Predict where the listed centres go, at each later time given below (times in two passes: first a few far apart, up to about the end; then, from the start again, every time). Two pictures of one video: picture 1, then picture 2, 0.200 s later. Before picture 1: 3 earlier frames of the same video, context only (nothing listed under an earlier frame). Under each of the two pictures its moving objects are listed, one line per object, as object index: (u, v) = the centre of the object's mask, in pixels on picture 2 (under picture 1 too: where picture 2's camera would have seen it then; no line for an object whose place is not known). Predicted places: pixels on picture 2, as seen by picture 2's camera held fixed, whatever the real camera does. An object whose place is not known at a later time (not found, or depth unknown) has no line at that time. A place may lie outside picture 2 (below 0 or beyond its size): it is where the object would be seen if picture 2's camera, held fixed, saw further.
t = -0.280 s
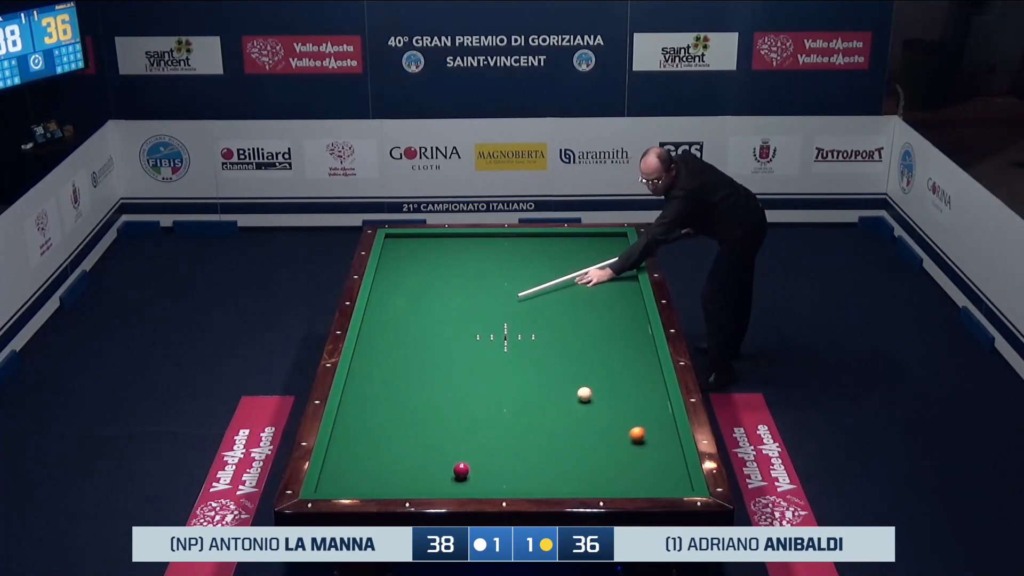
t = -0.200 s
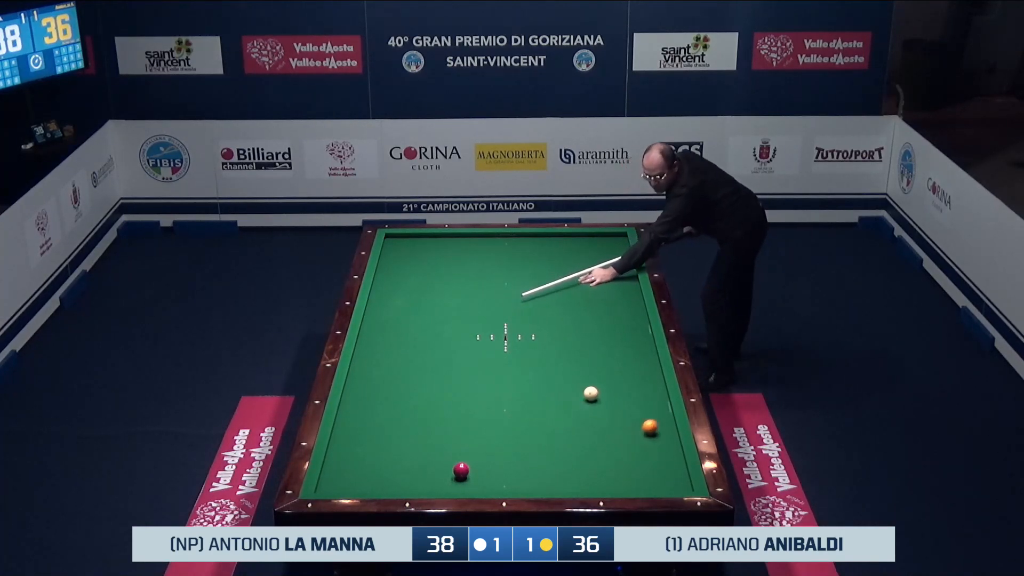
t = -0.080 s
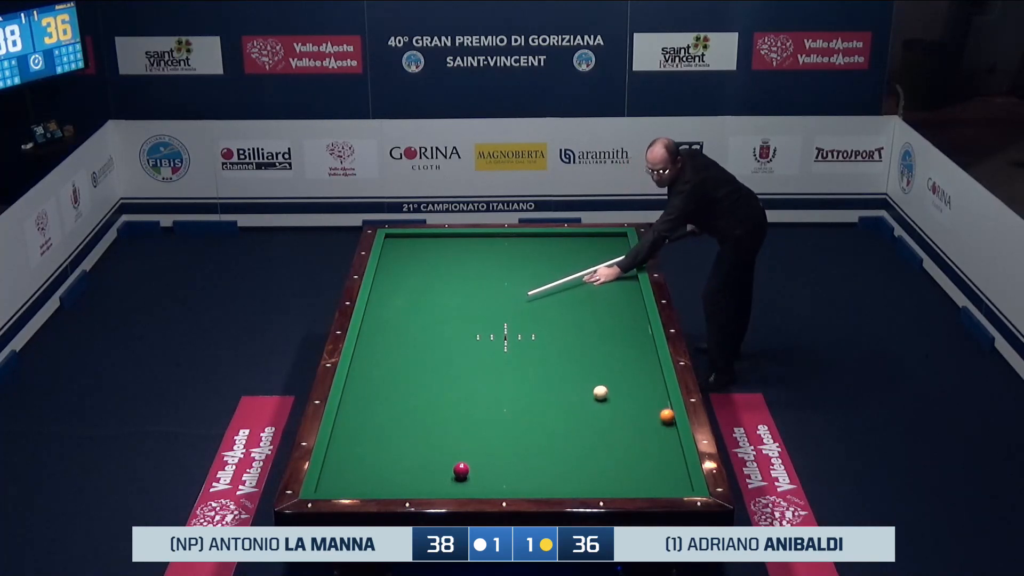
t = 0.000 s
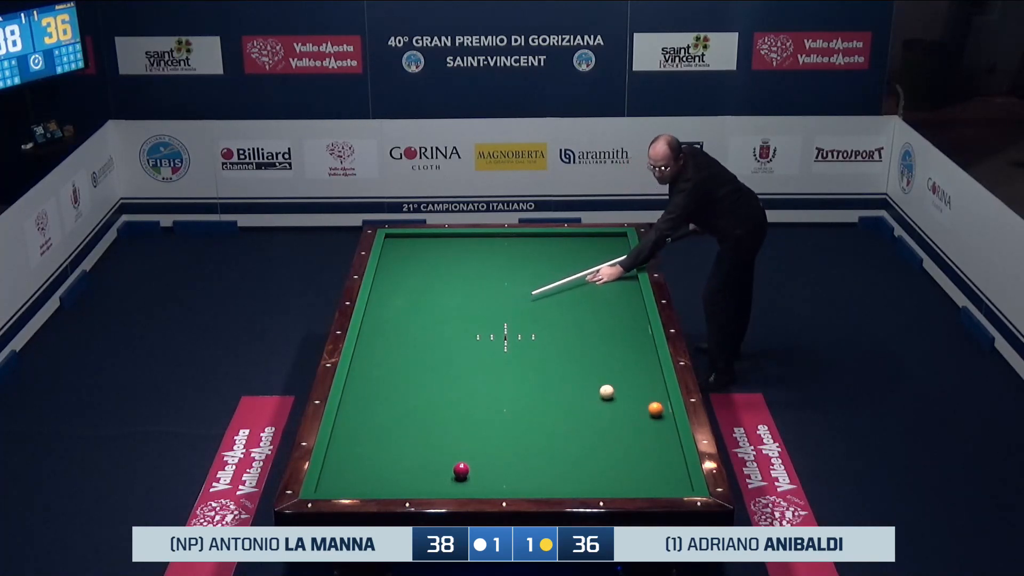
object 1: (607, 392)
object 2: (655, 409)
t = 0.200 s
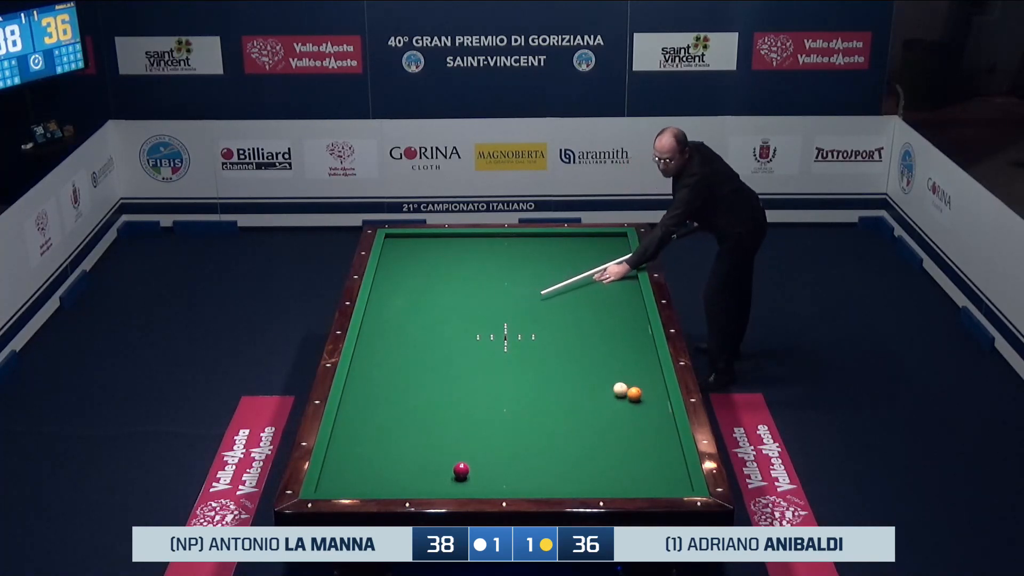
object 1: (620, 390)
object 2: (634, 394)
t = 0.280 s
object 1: (613, 385)
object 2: (639, 393)
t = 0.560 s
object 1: (600, 370)
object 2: (646, 386)
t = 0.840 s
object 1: (589, 357)
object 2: (652, 379)
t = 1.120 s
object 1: (579, 344)
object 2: (655, 371)
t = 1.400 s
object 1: (569, 333)
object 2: (649, 364)
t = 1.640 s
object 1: (561, 324)
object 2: (645, 359)
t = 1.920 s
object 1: (552, 314)
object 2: (640, 353)
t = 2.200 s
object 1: (544, 304)
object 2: (636, 347)
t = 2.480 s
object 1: (536, 295)
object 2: (632, 342)
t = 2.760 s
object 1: (529, 287)
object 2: (628, 337)
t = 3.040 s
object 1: (522, 279)
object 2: (624, 332)
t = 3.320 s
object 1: (516, 271)
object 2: (621, 328)
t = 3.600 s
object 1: (510, 265)
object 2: (618, 324)
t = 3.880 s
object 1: (504, 258)
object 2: (615, 321)
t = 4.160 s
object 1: (498, 252)
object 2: (612, 318)
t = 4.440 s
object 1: (493, 246)
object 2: (609, 315)
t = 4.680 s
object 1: (489, 241)
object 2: (607, 313)
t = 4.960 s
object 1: (485, 236)
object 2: (605, 310)
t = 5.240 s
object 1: (481, 237)
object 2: (603, 308)
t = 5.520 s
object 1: (479, 240)
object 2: (602, 306)
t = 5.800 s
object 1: (476, 242)
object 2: (600, 305)
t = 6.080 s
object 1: (473, 245)
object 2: (599, 303)
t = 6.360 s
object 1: (471, 247)
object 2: (598, 302)
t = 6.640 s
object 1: (469, 249)
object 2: (597, 301)
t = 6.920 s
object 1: (467, 251)
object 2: (597, 300)
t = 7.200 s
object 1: (465, 253)
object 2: (597, 300)
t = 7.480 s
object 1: (464, 255)
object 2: (596, 300)
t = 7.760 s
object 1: (463, 256)
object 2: (596, 300)
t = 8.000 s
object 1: (462, 257)
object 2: (596, 300)
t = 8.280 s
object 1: (461, 258)
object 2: (596, 300)
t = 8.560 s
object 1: (459, 259)
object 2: (596, 300)
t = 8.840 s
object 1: (459, 260)
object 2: (596, 300)
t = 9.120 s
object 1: (459, 260)
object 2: (596, 300)
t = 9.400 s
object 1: (458, 260)
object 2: (596, 300)
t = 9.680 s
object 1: (458, 260)
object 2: (596, 300)
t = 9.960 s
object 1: (458, 260)
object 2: (596, 300)
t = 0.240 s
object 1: (617, 387)
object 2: (637, 394)
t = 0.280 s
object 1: (613, 385)
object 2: (639, 393)
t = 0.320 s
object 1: (611, 382)
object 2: (640, 392)
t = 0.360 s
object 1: (609, 380)
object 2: (641, 391)
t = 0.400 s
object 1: (607, 378)
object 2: (642, 390)
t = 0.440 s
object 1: (605, 376)
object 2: (643, 389)
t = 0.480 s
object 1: (604, 374)
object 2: (644, 388)
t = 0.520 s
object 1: (602, 372)
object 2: (645, 387)
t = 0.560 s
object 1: (600, 370)
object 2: (646, 386)
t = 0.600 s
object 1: (599, 368)
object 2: (647, 385)
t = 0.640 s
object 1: (597, 366)
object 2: (648, 384)
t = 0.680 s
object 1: (595, 364)
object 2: (649, 383)
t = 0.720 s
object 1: (594, 362)
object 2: (650, 382)
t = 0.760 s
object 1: (592, 360)
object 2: (651, 381)
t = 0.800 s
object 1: (591, 358)
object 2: (651, 380)
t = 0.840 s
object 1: (589, 357)
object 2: (652, 379)
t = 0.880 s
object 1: (588, 355)
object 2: (653, 378)
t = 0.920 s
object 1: (586, 353)
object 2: (654, 377)
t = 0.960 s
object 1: (585, 351)
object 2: (655, 375)
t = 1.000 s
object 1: (583, 350)
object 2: (656, 375)
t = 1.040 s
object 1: (582, 348)
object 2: (656, 374)
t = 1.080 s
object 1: (580, 346)
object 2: (655, 373)
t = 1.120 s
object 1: (579, 344)
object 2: (655, 371)
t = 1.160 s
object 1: (578, 343)
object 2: (654, 370)
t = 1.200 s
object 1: (576, 341)
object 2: (653, 370)
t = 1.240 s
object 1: (575, 339)
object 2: (652, 368)
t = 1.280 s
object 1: (573, 338)
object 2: (651, 368)
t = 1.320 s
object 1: (572, 336)
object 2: (650, 367)
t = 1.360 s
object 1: (570, 334)
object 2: (650, 365)
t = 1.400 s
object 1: (569, 333)
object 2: (649, 364)
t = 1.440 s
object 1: (568, 331)
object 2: (648, 364)
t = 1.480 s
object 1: (567, 330)
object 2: (647, 362)
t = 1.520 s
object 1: (565, 328)
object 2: (647, 362)
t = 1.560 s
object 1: (564, 327)
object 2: (646, 361)
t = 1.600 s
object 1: (562, 325)
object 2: (645, 360)
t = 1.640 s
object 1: (561, 324)
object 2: (645, 359)
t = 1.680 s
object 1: (560, 322)
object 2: (644, 358)
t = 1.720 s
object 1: (559, 321)
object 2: (643, 357)
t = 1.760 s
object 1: (557, 319)
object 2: (643, 356)
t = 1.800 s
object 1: (556, 318)
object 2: (642, 355)
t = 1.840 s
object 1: (555, 316)
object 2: (641, 354)
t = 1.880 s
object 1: (554, 315)
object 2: (641, 354)
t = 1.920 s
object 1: (552, 314)
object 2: (640, 353)
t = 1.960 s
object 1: (551, 312)
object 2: (639, 352)
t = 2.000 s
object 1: (550, 311)
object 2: (639, 351)
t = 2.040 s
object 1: (549, 309)
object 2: (638, 350)
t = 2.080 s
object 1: (548, 308)
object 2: (638, 349)
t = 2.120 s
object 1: (546, 307)
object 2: (637, 349)
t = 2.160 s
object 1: (545, 305)
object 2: (636, 348)
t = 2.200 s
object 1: (544, 304)
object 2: (636, 347)
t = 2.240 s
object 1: (543, 303)
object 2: (635, 346)
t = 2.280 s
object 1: (542, 301)
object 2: (634, 345)
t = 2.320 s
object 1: (541, 300)
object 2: (634, 345)
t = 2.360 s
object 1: (540, 299)
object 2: (633, 344)
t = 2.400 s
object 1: (539, 298)
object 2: (633, 343)
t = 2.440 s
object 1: (538, 296)
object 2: (632, 342)
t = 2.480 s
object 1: (536, 295)
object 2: (632, 342)
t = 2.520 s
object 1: (535, 294)
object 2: (631, 341)
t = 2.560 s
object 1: (534, 293)
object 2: (631, 340)
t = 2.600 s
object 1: (533, 291)
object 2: (630, 340)
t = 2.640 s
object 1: (532, 290)
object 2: (629, 339)
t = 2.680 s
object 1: (531, 289)
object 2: (629, 338)
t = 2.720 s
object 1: (530, 288)
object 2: (628, 337)
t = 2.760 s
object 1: (529, 287)
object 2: (628, 337)
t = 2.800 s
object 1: (528, 285)
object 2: (627, 336)
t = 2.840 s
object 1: (527, 284)
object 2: (627, 336)
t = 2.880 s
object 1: (526, 283)
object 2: (626, 335)
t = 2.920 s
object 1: (525, 282)
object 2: (626, 334)
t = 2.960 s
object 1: (524, 281)
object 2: (625, 334)
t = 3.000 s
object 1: (523, 280)
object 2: (625, 333)
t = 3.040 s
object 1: (522, 279)
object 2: (624, 332)
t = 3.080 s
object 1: (521, 278)
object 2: (624, 332)
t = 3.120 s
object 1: (520, 277)
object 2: (623, 331)
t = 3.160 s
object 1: (519, 276)
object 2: (623, 331)
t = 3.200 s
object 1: (518, 274)
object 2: (622, 330)
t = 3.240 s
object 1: (517, 273)
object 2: (622, 329)
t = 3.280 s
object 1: (517, 272)
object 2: (621, 329)
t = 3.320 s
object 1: (516, 271)
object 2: (621, 328)
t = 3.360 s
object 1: (515, 270)
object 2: (621, 328)
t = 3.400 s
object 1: (514, 269)
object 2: (620, 327)
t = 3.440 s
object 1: (513, 268)
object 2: (619, 327)
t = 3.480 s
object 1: (512, 267)
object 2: (619, 326)
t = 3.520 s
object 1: (511, 266)
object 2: (619, 326)
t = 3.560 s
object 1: (510, 265)
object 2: (618, 325)
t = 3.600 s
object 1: (510, 265)
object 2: (618, 324)
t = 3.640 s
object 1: (509, 264)
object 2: (617, 324)
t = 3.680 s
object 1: (508, 262)
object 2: (617, 323)
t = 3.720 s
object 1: (507, 262)
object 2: (617, 323)
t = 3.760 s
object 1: (506, 261)
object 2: (616, 322)
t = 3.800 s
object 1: (505, 260)
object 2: (616, 322)
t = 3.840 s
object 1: (505, 259)
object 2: (615, 321)
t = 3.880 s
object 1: (504, 258)
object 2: (615, 321)
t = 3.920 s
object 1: (503, 257)
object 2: (614, 321)
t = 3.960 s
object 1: (502, 256)
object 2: (614, 320)
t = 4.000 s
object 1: (501, 255)
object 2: (613, 320)
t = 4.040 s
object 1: (501, 254)
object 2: (613, 319)
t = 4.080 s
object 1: (500, 253)
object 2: (613, 319)
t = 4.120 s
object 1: (499, 253)
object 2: (612, 318)
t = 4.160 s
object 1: (498, 252)
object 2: (612, 318)
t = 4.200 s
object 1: (498, 251)
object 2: (612, 317)
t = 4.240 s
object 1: (497, 250)
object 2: (611, 317)
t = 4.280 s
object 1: (496, 249)
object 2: (611, 316)
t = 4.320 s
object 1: (495, 248)
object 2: (610, 316)
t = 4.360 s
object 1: (495, 248)
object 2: (610, 316)
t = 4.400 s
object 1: (494, 247)
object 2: (610, 315)
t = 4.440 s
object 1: (493, 246)
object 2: (609, 315)
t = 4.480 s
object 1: (493, 245)
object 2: (609, 314)
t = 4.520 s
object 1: (492, 245)
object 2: (609, 314)
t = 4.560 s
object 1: (491, 244)
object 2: (608, 314)
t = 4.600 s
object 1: (491, 243)
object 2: (608, 313)
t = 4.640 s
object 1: (490, 242)
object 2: (608, 313)
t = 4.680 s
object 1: (489, 241)
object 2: (607, 313)
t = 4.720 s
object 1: (489, 240)
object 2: (607, 312)
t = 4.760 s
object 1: (488, 240)
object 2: (607, 312)
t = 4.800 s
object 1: (487, 239)
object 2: (606, 312)
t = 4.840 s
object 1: (487, 238)
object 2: (606, 311)
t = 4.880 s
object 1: (486, 237)
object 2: (606, 311)
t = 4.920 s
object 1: (485, 237)
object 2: (606, 310)
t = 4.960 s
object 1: (485, 236)
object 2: (605, 310)
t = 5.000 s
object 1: (484, 235)
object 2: (605, 310)
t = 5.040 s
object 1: (483, 235)
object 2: (605, 310)
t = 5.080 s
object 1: (483, 235)
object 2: (604, 309)
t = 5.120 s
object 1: (483, 236)
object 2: (604, 309)
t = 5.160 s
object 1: (482, 236)
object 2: (604, 309)
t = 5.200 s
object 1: (482, 237)
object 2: (604, 308)
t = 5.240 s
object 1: (481, 237)
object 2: (603, 308)
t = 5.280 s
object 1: (481, 237)
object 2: (603, 308)
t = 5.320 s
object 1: (480, 238)
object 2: (603, 307)
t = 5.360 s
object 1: (480, 238)
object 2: (603, 307)
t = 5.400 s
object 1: (480, 239)
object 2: (602, 307)
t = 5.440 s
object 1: (479, 239)
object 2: (602, 307)
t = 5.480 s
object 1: (479, 239)
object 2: (602, 306)
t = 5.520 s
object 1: (479, 240)
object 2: (602, 306)
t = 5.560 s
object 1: (478, 240)
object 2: (601, 306)
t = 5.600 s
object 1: (478, 241)
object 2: (601, 306)
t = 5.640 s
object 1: (477, 241)
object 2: (601, 306)
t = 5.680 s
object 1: (477, 241)
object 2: (601, 305)
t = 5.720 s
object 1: (477, 242)
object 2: (600, 305)
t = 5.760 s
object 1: (476, 242)
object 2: (600, 305)
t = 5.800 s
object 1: (476, 242)
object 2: (600, 305)
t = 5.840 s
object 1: (476, 243)
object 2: (600, 305)
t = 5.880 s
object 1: (475, 243)
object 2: (600, 304)
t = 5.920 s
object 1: (475, 244)
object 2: (600, 304)
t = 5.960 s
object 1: (474, 244)
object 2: (599, 304)
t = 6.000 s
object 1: (474, 244)
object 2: (599, 304)
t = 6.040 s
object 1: (474, 245)
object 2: (599, 304)
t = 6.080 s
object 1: (473, 245)
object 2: (599, 303)
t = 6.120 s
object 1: (473, 245)
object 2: (599, 303)
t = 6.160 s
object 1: (473, 246)
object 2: (599, 303)
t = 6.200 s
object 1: (472, 246)
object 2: (598, 303)
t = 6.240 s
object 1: (472, 246)
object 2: (598, 303)
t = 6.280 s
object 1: (472, 247)
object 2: (598, 302)
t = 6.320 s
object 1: (471, 247)
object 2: (598, 302)
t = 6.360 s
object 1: (471, 247)
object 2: (598, 302)
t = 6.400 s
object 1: (471, 248)
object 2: (598, 302)
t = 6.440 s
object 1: (471, 248)
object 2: (597, 302)
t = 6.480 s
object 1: (470, 248)
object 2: (597, 302)
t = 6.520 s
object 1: (470, 248)
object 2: (597, 302)
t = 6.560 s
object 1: (469, 249)
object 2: (597, 302)
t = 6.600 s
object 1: (469, 249)
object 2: (597, 301)
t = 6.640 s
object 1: (469, 249)
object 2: (597, 301)
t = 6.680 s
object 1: (469, 250)
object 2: (597, 301)
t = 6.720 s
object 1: (468, 250)
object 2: (597, 301)
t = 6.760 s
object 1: (468, 250)
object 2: (597, 301)
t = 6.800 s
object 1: (468, 251)
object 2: (597, 301)
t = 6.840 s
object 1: (468, 251)
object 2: (597, 301)
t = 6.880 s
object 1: (467, 251)
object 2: (597, 301)
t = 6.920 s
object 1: (467, 251)
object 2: (597, 300)
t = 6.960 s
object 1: (467, 252)
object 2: (597, 300)
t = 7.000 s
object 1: (466, 252)
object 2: (597, 300)
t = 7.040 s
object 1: (466, 252)
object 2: (597, 300)
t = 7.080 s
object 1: (466, 252)
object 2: (597, 300)
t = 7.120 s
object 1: (466, 253)
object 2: (597, 300)
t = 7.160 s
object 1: (465, 253)
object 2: (597, 300)
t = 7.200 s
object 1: (465, 253)
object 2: (597, 300)
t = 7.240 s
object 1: (465, 253)
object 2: (596, 300)
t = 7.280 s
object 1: (465, 254)
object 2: (596, 300)
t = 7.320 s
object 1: (465, 254)
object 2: (596, 300)
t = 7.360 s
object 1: (464, 254)
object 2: (596, 300)
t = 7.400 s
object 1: (464, 254)
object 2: (596, 300)
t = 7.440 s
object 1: (464, 254)
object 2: (596, 300)
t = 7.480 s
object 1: (464, 255)
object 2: (596, 300)
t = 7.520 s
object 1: (463, 255)
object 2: (596, 300)
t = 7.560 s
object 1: (463, 255)
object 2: (596, 299)
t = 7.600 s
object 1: (463, 255)
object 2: (596, 300)
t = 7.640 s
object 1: (463, 256)
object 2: (596, 300)
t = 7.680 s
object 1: (463, 256)
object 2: (596, 300)
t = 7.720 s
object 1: (463, 256)
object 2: (596, 300)
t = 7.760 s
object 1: (463, 256)
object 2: (596, 300)
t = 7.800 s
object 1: (462, 256)
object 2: (596, 300)
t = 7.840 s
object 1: (462, 256)
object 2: (596, 300)
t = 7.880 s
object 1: (462, 257)
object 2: (596, 300)
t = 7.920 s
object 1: (462, 257)
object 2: (596, 300)
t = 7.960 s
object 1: (462, 257)
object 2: (596, 300)
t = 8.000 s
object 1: (462, 257)
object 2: (596, 300)
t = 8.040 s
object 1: (461, 257)
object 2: (596, 300)
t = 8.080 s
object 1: (461, 257)
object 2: (596, 300)
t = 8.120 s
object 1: (461, 258)
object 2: (596, 300)
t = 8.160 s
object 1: (461, 258)
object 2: (596, 300)
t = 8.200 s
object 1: (461, 258)
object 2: (596, 300)
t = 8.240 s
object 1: (461, 258)
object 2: (596, 300)
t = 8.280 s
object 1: (461, 258)
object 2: (596, 300)
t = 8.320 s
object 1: (460, 258)
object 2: (596, 300)
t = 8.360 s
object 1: (460, 258)
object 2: (596, 300)
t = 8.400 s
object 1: (460, 258)
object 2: (596, 300)
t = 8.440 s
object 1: (460, 259)
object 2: (596, 300)
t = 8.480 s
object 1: (460, 259)
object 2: (596, 300)
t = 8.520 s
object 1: (460, 259)
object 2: (596, 300)
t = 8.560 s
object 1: (459, 259)
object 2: (596, 300)
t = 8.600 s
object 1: (459, 259)
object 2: (596, 300)
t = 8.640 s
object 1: (459, 259)
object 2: (596, 300)
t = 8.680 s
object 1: (459, 259)
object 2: (596, 300)
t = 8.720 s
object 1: (459, 259)
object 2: (596, 300)
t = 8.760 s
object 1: (459, 259)
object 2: (596, 300)
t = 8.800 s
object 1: (459, 259)
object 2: (596, 300)
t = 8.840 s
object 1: (459, 260)
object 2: (596, 300)
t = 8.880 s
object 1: (459, 260)
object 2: (596, 300)
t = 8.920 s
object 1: (459, 260)
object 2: (596, 300)
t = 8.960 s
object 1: (459, 260)
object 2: (596, 300)
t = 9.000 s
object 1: (459, 260)
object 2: (596, 300)
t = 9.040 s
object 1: (459, 260)
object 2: (596, 300)
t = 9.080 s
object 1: (459, 260)
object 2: (596, 300)
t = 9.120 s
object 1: (459, 260)
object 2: (596, 300)
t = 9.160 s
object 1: (459, 260)
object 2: (596, 300)
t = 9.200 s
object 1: (459, 260)
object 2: (596, 300)
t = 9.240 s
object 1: (458, 260)
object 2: (596, 300)
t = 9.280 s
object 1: (458, 260)
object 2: (596, 300)
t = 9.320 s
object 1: (458, 260)
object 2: (596, 300)
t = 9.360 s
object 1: (458, 260)
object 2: (596, 300)
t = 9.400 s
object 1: (458, 260)
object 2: (596, 300)
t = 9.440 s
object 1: (458, 260)
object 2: (596, 300)
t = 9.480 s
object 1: (458, 260)
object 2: (596, 300)
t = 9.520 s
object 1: (458, 260)
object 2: (596, 300)
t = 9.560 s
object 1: (458, 260)
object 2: (596, 300)
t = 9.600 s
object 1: (458, 260)
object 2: (596, 300)
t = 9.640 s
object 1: (458, 260)
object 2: (596, 300)
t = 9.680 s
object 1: (458, 260)
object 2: (596, 300)
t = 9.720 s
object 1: (458, 260)
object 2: (596, 300)
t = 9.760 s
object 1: (458, 260)
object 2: (596, 300)
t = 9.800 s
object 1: (458, 260)
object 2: (596, 300)
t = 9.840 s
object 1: (458, 260)
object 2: (596, 300)
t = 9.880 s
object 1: (458, 260)
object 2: (596, 300)
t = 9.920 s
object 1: (458, 260)
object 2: (596, 300)
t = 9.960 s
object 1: (458, 260)
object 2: (596, 300)
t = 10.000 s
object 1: (458, 260)
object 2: (596, 300)
